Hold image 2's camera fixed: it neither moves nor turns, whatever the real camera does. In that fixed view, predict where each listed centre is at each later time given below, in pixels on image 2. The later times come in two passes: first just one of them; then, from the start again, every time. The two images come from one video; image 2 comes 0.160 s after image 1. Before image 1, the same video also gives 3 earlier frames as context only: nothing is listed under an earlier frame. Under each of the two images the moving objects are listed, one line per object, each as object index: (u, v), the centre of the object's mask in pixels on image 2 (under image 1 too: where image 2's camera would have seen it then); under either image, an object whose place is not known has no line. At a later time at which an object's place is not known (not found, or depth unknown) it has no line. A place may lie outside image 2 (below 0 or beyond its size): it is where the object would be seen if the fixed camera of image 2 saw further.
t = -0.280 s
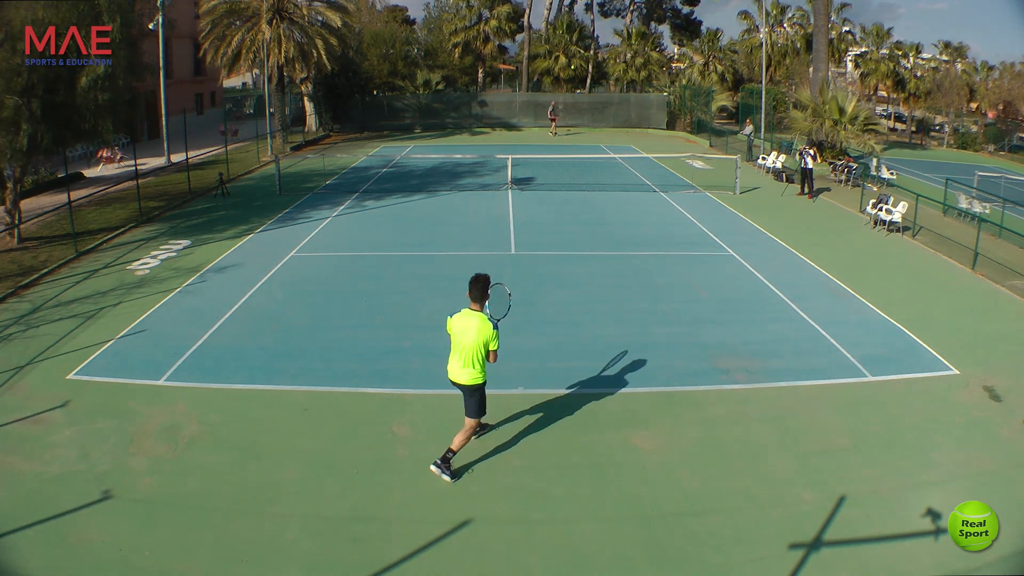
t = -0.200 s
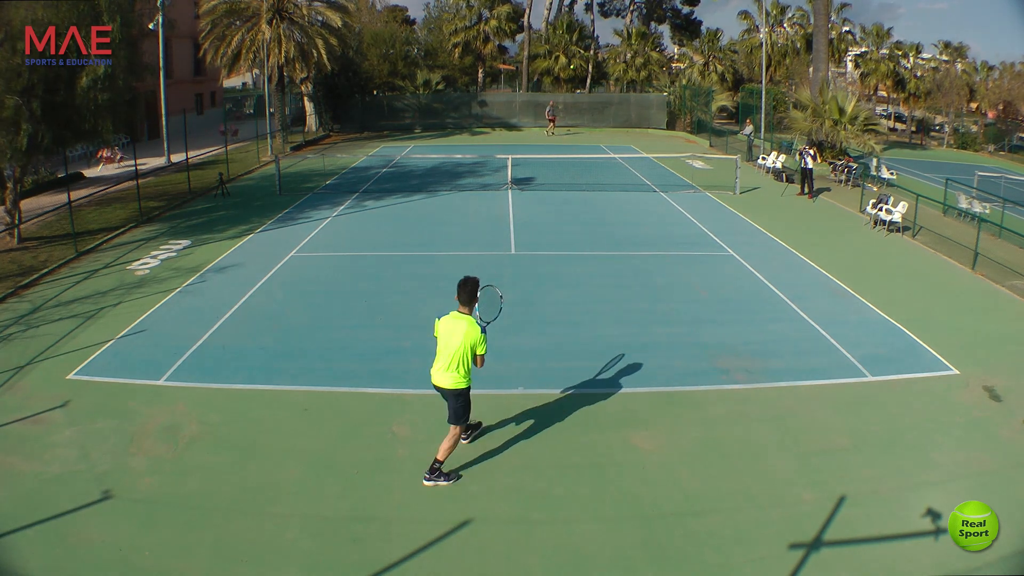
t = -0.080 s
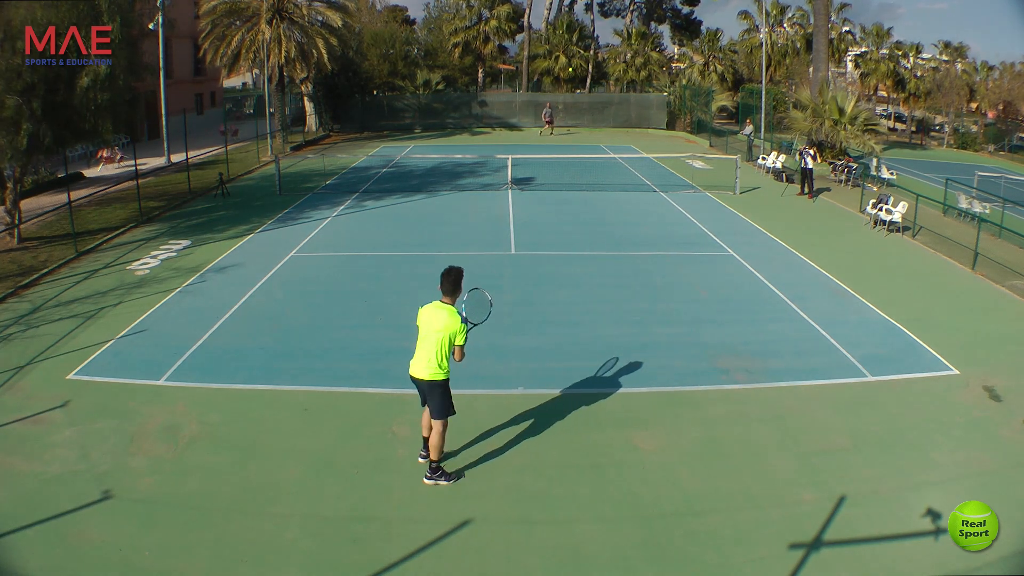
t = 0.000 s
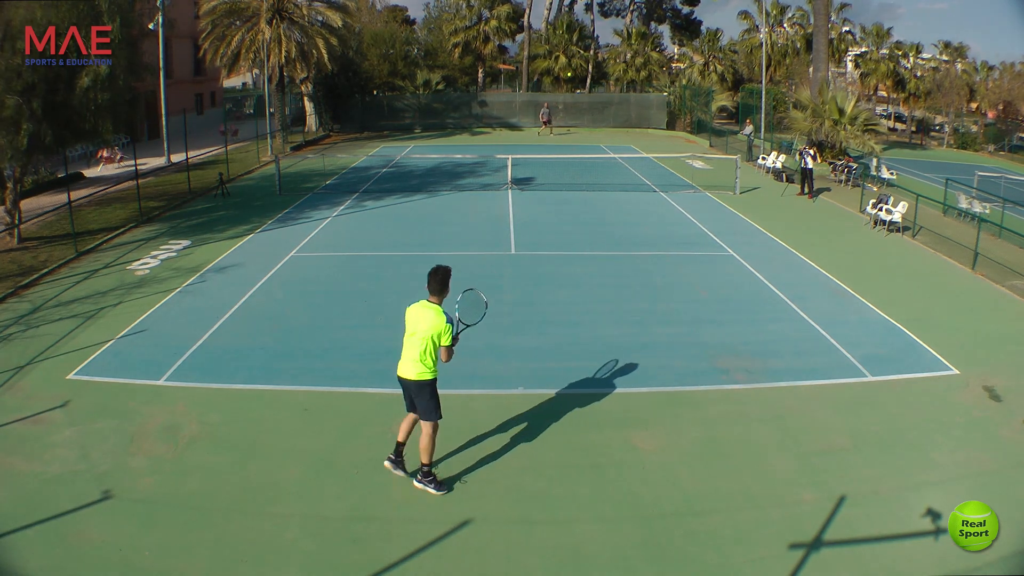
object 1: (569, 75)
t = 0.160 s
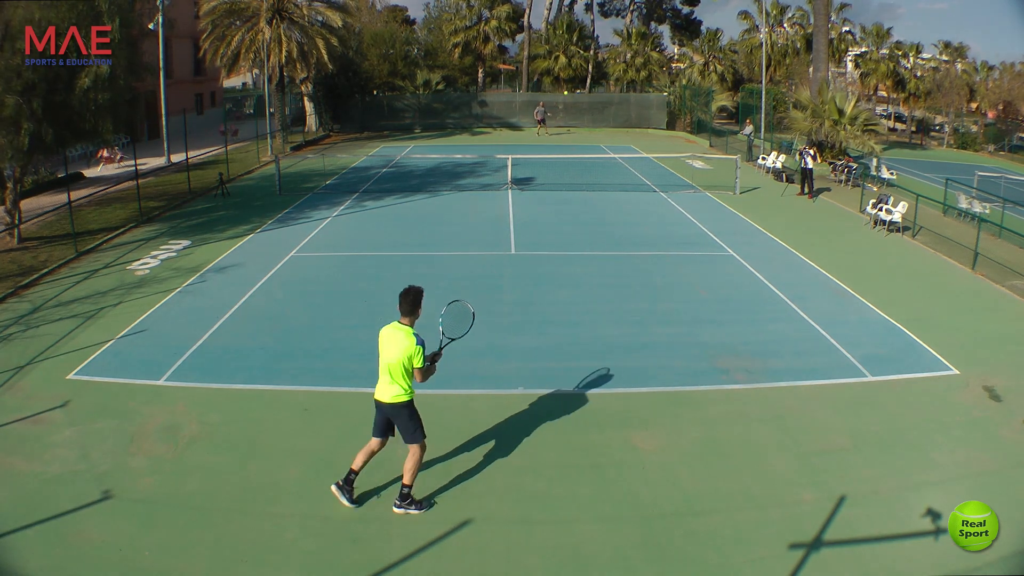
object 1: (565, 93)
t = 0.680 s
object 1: (543, 296)
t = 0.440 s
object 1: (556, 166)
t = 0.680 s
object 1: (543, 296)
